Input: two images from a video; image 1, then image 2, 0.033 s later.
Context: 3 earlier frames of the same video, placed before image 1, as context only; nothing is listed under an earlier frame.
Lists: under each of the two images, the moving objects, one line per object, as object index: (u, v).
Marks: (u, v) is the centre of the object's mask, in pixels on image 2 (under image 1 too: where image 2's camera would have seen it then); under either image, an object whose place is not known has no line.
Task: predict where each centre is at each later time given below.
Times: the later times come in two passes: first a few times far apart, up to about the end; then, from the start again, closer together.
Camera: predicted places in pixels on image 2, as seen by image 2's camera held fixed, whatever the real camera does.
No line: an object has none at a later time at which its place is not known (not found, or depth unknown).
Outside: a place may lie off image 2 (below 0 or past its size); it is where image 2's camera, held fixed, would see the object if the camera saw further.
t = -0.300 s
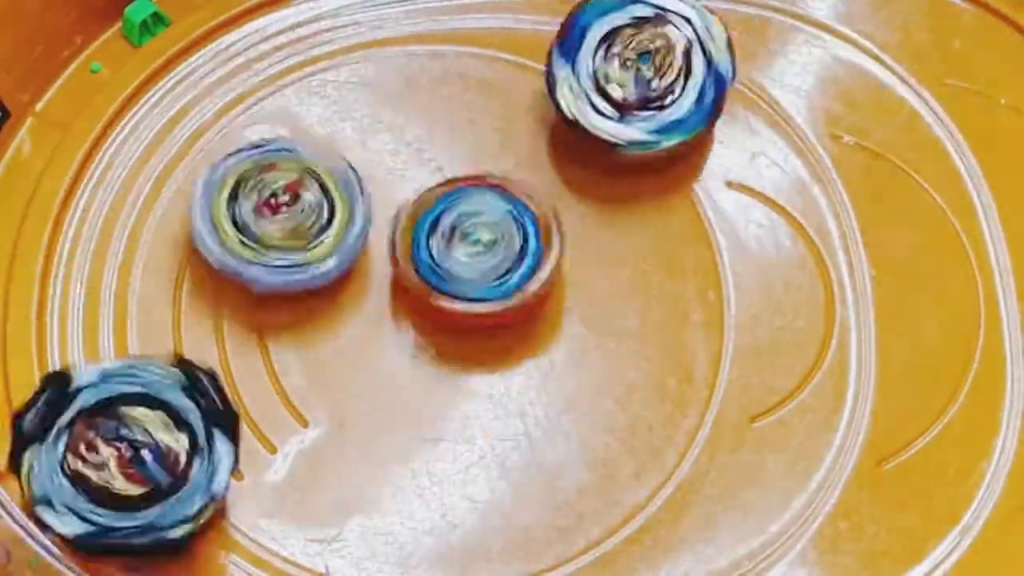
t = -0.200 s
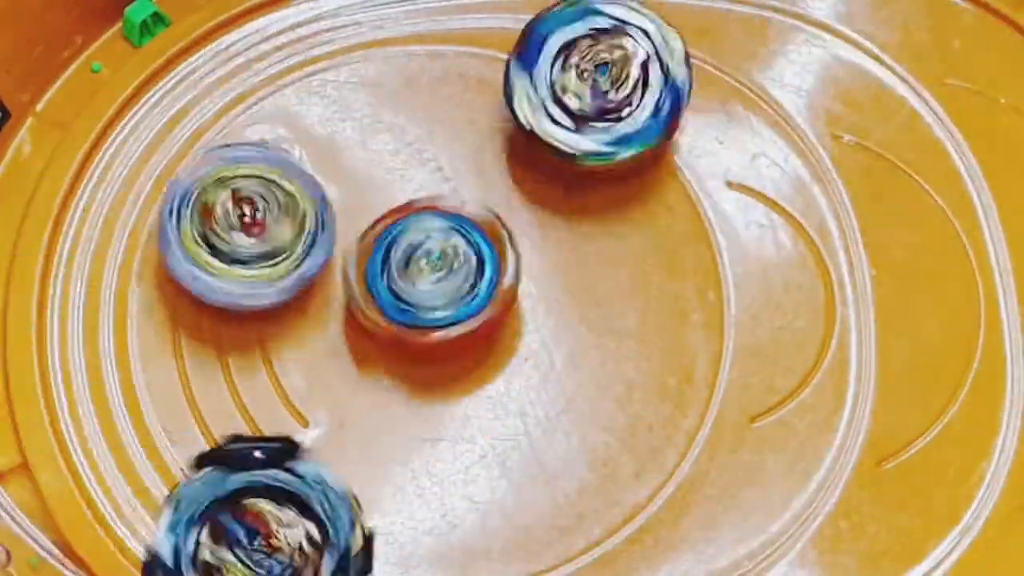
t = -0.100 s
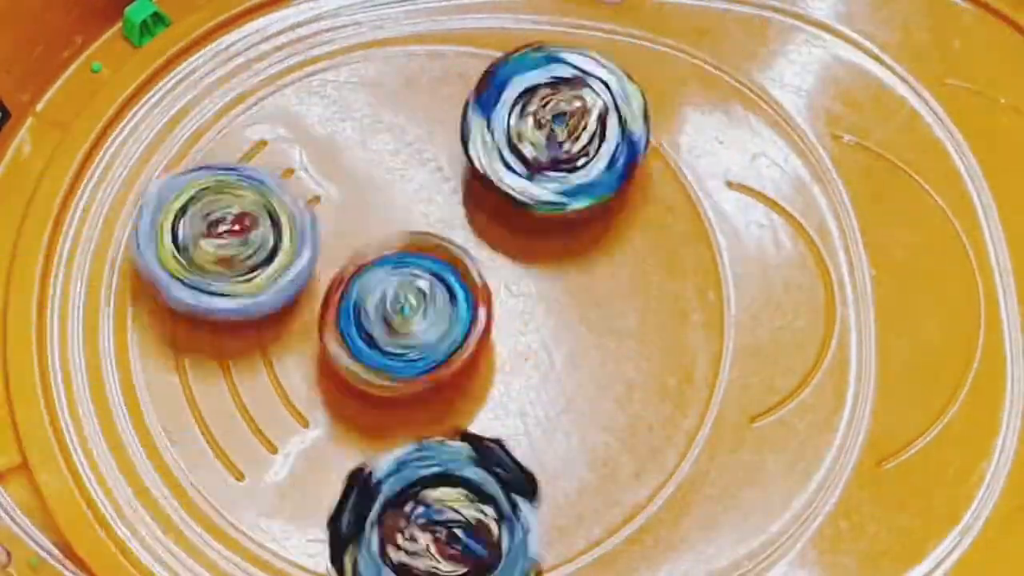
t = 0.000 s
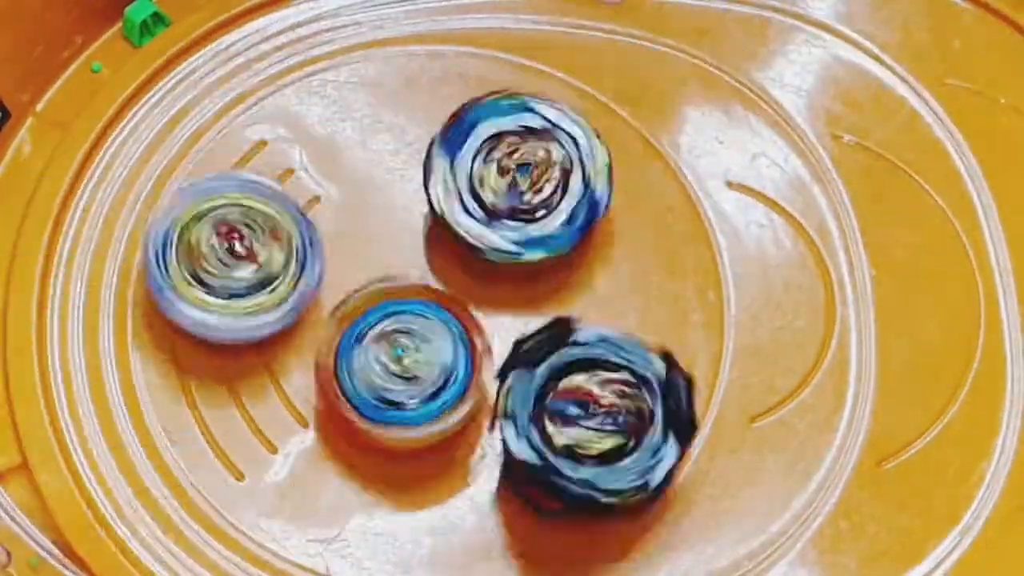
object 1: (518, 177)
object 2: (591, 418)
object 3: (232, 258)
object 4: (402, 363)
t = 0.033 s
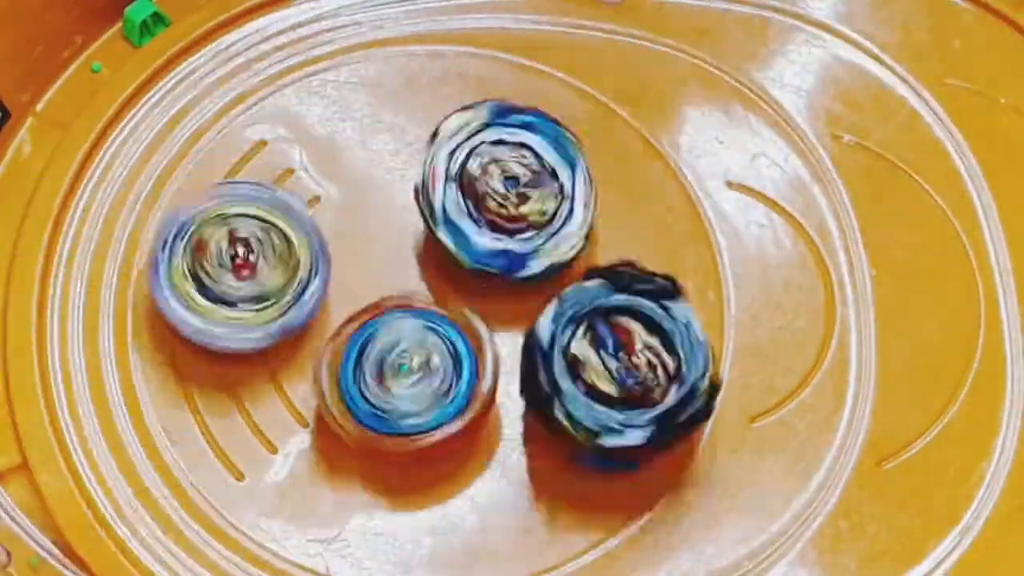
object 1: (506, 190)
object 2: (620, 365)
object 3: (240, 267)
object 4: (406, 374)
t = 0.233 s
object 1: (423, 29)
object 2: (791, 158)
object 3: (89, 424)
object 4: (466, 414)
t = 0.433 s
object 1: (489, 32)
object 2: (725, 28)
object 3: (224, 463)
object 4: (516, 369)
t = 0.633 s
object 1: (380, 118)
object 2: (648, 53)
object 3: (370, 387)
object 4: (513, 256)
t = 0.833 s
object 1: (196, 65)
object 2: (672, 77)
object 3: (405, 307)
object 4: (692, 385)
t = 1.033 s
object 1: (204, 119)
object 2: (687, 115)
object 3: (407, 226)
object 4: (704, 317)
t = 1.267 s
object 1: (187, 165)
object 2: (644, 55)
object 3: (444, 177)
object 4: (585, 391)
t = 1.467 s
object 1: (235, 210)
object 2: (568, 40)
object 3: (421, 190)
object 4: (535, 405)
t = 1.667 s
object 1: (232, 213)
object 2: (564, 39)
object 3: (424, 191)
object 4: (535, 403)
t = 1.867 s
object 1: (229, 214)
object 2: (563, 36)
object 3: (425, 195)
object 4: (533, 405)
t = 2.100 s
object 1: (226, 218)
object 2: (557, 37)
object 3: (429, 196)
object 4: (534, 403)
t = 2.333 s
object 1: (222, 221)
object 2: (557, 36)
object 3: (431, 198)
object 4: (531, 406)
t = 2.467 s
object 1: (222, 223)
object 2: (552, 38)
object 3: (431, 197)
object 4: (530, 404)
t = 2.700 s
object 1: (221, 226)
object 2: (550, 36)
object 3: (435, 198)
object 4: (529, 406)
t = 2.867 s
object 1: (220, 228)
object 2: (545, 32)
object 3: (434, 201)
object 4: (526, 405)
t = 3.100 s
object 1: (219, 231)
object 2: (541, 37)
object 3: (436, 201)
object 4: (529, 404)
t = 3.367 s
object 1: (219, 235)
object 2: (535, 38)
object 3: (438, 203)
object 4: (527, 404)
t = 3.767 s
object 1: (219, 239)
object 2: (525, 35)
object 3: (443, 206)
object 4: (524, 406)
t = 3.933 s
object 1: (219, 242)
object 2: (520, 39)
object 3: (443, 204)
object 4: (525, 404)
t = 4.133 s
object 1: (218, 244)
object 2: (517, 34)
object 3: (444, 204)
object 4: (522, 405)
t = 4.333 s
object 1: (221, 247)
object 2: (508, 37)
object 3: (445, 208)
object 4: (523, 405)
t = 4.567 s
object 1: (220, 248)
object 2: (506, 39)
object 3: (446, 206)
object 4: (520, 406)
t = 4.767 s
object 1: (222, 251)
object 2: (498, 38)
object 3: (449, 208)
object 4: (521, 405)
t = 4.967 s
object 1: (222, 253)
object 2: (497, 35)
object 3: (449, 207)
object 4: (519, 406)
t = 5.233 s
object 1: (226, 256)
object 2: (491, 40)
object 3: (452, 208)
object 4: (519, 406)
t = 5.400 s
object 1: (226, 257)
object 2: (487, 40)
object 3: (451, 205)
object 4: (517, 407)
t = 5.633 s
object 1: (229, 260)
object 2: (487, 41)
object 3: (454, 205)
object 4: (518, 407)
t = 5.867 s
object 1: (230, 263)
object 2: (480, 43)
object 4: (516, 408)
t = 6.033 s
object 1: (233, 266)
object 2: (479, 42)
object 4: (515, 408)
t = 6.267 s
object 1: (235, 266)
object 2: (473, 45)
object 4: (515, 410)
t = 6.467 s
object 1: (238, 269)
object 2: (472, 45)
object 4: (513, 408)
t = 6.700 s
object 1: (239, 270)
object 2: (466, 46)
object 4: (512, 411)
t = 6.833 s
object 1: (242, 272)
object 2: (464, 47)
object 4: (511, 409)
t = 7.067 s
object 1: (245, 273)
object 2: (461, 49)
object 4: (510, 411)
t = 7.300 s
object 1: (248, 275)
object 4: (511, 411)
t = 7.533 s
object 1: (250, 280)
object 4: (510, 413)
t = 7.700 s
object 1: (255, 284)
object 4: (509, 412)
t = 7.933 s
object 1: (308, 372)
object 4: (537, 486)
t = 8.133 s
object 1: (355, 511)
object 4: (593, 459)
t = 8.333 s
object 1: (401, 489)
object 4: (559, 381)
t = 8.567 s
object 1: (419, 449)
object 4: (537, 305)
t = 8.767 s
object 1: (476, 468)
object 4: (525, 295)
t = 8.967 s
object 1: (501, 467)
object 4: (489, 293)
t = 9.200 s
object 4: (758, 303)
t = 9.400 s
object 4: (926, 322)
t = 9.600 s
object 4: (899, 324)
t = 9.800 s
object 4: (833, 306)
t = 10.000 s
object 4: (770, 329)
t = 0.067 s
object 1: (491, 201)
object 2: (636, 310)
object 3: (252, 279)
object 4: (411, 383)
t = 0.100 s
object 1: (430, 177)
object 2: (688, 281)
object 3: (264, 289)
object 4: (416, 390)
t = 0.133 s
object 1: (400, 134)
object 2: (731, 255)
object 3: (231, 310)
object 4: (432, 400)
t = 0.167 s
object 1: (408, 74)
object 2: (758, 221)
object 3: (167, 352)
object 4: (444, 407)
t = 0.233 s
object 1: (423, 29)
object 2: (791, 158)
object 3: (89, 424)
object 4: (466, 414)
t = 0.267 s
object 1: (440, 21)
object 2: (799, 120)
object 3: (101, 441)
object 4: (479, 414)
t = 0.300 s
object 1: (445, 19)
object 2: (802, 85)
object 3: (122, 462)
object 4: (490, 408)
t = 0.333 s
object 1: (460, 18)
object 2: (786, 62)
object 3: (146, 464)
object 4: (499, 402)
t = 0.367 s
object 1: (474, 24)
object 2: (776, 46)
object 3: (169, 468)
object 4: (506, 393)
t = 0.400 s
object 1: (477, 26)
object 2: (755, 37)
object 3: (193, 466)
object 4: (512, 382)
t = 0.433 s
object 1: (489, 32)
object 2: (725, 28)
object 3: (224, 463)
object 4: (516, 369)
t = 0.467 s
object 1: (488, 38)
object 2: (695, 21)
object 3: (257, 456)
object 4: (515, 354)
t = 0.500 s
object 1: (490, 41)
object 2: (657, 24)
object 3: (293, 441)
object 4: (513, 339)
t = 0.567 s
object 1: (424, 68)
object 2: (653, 39)
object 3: (353, 406)
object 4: (504, 303)
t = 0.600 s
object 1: (398, 91)
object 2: (653, 45)
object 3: (362, 395)
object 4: (511, 279)
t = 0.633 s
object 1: (380, 118)
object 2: (648, 53)
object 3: (370, 387)
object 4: (513, 256)
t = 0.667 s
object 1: (349, 122)
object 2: (641, 58)
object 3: (376, 376)
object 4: (525, 257)
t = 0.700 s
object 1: (288, 85)
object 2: (642, 63)
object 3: (385, 364)
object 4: (573, 298)
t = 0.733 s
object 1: (240, 68)
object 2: (649, 66)
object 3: (390, 351)
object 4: (615, 334)
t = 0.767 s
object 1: (202, 58)
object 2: (660, 67)
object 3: (395, 337)
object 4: (650, 360)
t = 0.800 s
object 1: (197, 59)
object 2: (667, 70)
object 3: (402, 322)
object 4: (673, 374)
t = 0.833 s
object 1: (196, 65)
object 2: (672, 77)
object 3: (405, 307)
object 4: (692, 385)
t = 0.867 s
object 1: (203, 79)
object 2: (675, 79)
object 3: (407, 292)
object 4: (700, 383)
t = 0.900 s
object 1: (203, 84)
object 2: (678, 82)
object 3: (411, 278)
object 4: (706, 376)
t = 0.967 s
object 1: (211, 102)
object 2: (683, 96)
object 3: (408, 250)
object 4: (710, 350)
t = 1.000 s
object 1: (208, 111)
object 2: (685, 104)
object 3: (410, 238)
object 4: (708, 331)
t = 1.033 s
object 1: (204, 119)
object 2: (687, 115)
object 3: (407, 226)
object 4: (704, 317)
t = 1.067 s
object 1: (199, 125)
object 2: (687, 125)
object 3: (403, 216)
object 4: (699, 301)
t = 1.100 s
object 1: (195, 132)
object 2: (687, 98)
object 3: (402, 206)
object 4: (683, 330)
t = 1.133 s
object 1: (196, 139)
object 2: (685, 82)
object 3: (398, 197)
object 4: (664, 353)
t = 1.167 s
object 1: (203, 146)
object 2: (680, 72)
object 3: (393, 188)
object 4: (642, 371)
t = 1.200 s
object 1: (199, 153)
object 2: (672, 65)
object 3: (404, 181)
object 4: (621, 381)
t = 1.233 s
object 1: (188, 158)
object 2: (660, 60)
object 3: (426, 179)
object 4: (602, 388)
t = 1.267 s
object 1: (187, 165)
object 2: (644, 55)
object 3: (444, 177)
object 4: (585, 391)
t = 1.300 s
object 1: (192, 173)
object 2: (622, 51)
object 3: (455, 172)
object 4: (572, 395)
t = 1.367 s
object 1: (210, 186)
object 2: (581, 49)
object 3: (465, 165)
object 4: (551, 400)
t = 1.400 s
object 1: (220, 194)
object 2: (570, 46)
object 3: (455, 170)
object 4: (542, 401)
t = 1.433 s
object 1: (234, 205)
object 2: (568, 41)
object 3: (427, 185)
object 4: (537, 402)
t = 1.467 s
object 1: (235, 210)
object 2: (568, 40)
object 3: (421, 190)
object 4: (535, 405)
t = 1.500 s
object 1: (234, 211)
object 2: (567, 40)
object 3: (423, 190)
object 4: (535, 403)
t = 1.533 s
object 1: (234, 211)
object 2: (567, 38)
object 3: (423, 191)
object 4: (534, 403)
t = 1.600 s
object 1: (233, 212)
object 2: (566, 39)
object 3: (424, 191)
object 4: (534, 403)
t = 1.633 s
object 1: (233, 213)
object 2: (565, 40)
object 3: (424, 192)
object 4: (534, 403)
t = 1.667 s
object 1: (232, 213)
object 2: (564, 39)
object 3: (424, 191)
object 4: (535, 403)
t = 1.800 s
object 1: (231, 214)
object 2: (562, 38)
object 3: (427, 194)
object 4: (535, 403)
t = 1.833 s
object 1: (230, 214)
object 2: (564, 35)
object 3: (427, 194)
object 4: (535, 403)
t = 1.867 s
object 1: (229, 214)
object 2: (563, 36)
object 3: (425, 195)
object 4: (533, 405)
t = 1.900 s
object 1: (229, 214)
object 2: (563, 36)
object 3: (426, 194)
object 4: (534, 405)
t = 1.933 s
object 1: (228, 216)
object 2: (562, 38)
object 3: (426, 195)
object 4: (533, 404)
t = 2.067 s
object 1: (226, 217)
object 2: (558, 36)
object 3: (428, 195)
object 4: (532, 403)
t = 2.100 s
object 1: (226, 218)
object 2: (557, 37)
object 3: (429, 196)
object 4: (534, 403)
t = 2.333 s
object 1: (222, 221)
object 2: (557, 36)
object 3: (431, 198)
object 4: (531, 406)
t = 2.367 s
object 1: (222, 222)
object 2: (555, 36)
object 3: (430, 198)
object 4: (531, 404)
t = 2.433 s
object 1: (222, 223)
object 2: (554, 37)
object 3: (431, 197)
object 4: (529, 404)
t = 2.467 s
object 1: (222, 223)
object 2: (552, 38)
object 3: (431, 197)
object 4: (530, 404)
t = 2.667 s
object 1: (222, 226)
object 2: (550, 33)
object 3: (434, 198)
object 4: (531, 404)
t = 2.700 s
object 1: (221, 226)
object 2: (550, 36)
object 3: (435, 198)
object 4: (529, 406)
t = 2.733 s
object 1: (220, 226)
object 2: (550, 36)
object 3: (436, 199)
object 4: (530, 405)
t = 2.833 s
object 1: (220, 227)
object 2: (545, 33)
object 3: (434, 202)
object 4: (528, 404)
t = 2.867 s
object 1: (220, 228)
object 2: (545, 32)
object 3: (434, 201)
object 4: (526, 405)
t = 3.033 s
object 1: (219, 231)
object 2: (544, 34)
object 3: (437, 201)
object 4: (529, 403)
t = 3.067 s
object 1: (219, 231)
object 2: (544, 36)
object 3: (437, 201)
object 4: (529, 404)
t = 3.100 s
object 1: (219, 231)
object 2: (541, 37)
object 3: (436, 201)
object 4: (529, 404)
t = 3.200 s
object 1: (218, 234)
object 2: (537, 37)
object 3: (438, 201)
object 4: (528, 406)
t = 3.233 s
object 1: (217, 234)
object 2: (536, 36)
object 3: (440, 201)
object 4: (527, 405)
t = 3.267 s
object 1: (218, 234)
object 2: (536, 37)
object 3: (440, 203)
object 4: (527, 404)
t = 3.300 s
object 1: (218, 234)
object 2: (535, 37)
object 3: (440, 203)
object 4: (526, 404)
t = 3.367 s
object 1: (219, 235)
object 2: (535, 38)
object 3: (438, 203)
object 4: (527, 404)
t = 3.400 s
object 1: (220, 235)
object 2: (533, 37)
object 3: (439, 204)
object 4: (526, 405)
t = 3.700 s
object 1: (218, 238)
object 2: (527, 38)
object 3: (443, 203)
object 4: (524, 405)
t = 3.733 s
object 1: (218, 239)
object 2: (526, 35)
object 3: (443, 205)
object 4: (524, 405)
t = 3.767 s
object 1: (219, 239)
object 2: (525, 35)
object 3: (443, 206)
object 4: (524, 406)
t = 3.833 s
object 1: (218, 241)
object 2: (525, 36)
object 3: (441, 206)
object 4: (524, 406)
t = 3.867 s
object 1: (218, 241)
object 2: (523, 36)
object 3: (442, 205)
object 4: (524, 404)
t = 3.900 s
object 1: (219, 242)
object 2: (522, 37)
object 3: (442, 205)
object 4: (525, 404)
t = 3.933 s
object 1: (219, 242)
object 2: (520, 39)
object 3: (443, 204)
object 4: (525, 404)
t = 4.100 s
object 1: (218, 244)
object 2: (519, 35)
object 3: (443, 205)
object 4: (522, 405)
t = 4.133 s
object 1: (218, 244)
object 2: (517, 34)
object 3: (444, 204)
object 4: (522, 405)
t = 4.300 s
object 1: (220, 246)
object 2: (509, 38)
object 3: (445, 207)
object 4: (523, 406)
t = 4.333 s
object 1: (221, 247)
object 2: (508, 37)
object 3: (445, 208)
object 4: (523, 405)
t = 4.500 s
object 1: (220, 249)
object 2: (507, 37)
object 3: (447, 206)
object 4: (521, 407)
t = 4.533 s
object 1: (220, 248)
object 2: (506, 38)
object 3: (447, 206)
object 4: (520, 406)
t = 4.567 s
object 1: (220, 248)
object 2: (506, 39)
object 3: (446, 206)
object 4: (520, 406)
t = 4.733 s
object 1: (222, 250)
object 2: (500, 40)
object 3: (449, 207)
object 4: (520, 405)
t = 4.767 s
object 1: (222, 251)
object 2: (498, 38)
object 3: (449, 208)
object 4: (521, 405)
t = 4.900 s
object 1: (221, 253)
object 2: (498, 35)
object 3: (449, 206)
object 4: (518, 407)
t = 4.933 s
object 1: (221, 253)
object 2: (498, 34)
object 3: (449, 206)
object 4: (520, 408)
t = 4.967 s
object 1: (222, 253)
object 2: (497, 35)
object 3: (449, 207)
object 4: (519, 406)
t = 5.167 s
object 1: (225, 255)
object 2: (491, 38)
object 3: (452, 206)
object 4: (519, 406)
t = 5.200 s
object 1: (225, 256)
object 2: (493, 34)
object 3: (452, 207)
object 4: (519, 406)
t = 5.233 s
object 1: (226, 256)
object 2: (491, 40)
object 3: (452, 208)
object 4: (519, 406)
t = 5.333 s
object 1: (226, 256)
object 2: (491, 40)
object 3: (450, 206)
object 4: (517, 409)
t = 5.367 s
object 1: (226, 257)
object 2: (489, 40)
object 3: (451, 206)
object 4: (517, 408)
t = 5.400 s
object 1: (226, 257)
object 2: (487, 40)
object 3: (451, 205)
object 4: (517, 407)
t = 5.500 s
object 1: (227, 258)
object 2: (485, 40)
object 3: (452, 207)
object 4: (516, 407)
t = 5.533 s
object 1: (228, 258)
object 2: (485, 41)
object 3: (452, 206)
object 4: (515, 409)
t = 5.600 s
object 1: (228, 259)
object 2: (485, 40)
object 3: (453, 205)
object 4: (517, 408)
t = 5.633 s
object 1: (229, 260)
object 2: (487, 41)
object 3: (454, 205)
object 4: (518, 407)
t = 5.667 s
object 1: (229, 260)
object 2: (485, 41)
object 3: (455, 206)
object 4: (518, 407)
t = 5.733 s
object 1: (229, 261)
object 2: (484, 40)
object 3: (454, 207)
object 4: (515, 410)
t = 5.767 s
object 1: (229, 262)
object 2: (483, 41)
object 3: (454, 207)
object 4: (515, 409)
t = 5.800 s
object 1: (228, 262)
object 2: (482, 41)
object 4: (516, 409)
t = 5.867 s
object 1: (230, 263)
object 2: (480, 43)
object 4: (516, 408)
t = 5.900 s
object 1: (231, 262)
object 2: (480, 43)
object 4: (515, 408)
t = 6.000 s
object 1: (234, 265)
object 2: (480, 42)
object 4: (515, 408)
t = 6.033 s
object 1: (233, 266)
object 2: (479, 42)
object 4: (515, 408)
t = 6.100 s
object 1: (235, 264)
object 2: (479, 42)
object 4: (515, 408)
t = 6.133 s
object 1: (235, 264)
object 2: (478, 43)
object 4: (515, 408)
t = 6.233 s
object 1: (234, 267)
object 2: (475, 45)
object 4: (515, 410)
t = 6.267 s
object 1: (235, 266)
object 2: (473, 45)
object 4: (515, 410)
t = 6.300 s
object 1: (235, 266)
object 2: (473, 43)
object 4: (514, 409)
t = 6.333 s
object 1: (236, 266)
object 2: (475, 37)
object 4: (513, 409)
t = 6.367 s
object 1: (236, 266)
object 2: (474, 42)
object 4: (514, 407)
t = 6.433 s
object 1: (238, 268)
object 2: (474, 45)
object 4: (514, 409)
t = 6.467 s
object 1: (238, 269)
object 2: (472, 45)
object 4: (513, 408)
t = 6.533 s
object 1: (238, 269)
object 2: (469, 46)
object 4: (513, 408)
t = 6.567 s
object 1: (238, 271)
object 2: (467, 46)
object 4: (513, 409)
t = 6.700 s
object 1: (239, 270)
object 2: (466, 46)
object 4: (512, 411)
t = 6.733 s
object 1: (240, 272)
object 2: (466, 46)
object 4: (512, 409)
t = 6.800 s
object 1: (242, 273)
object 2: (465, 46)
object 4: (511, 409)
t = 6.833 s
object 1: (242, 272)
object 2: (464, 47)
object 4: (511, 409)
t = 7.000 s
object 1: (246, 273)
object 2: (460, 49)
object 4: (513, 409)
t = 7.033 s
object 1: (245, 273)
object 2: (458, 41)
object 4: (512, 410)
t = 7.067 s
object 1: (245, 273)
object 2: (461, 49)
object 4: (510, 411)
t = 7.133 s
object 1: (246, 274)
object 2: (459, 49)
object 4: (511, 411)
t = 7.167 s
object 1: (247, 275)
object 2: (458, 50)
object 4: (510, 410)
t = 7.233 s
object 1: (248, 278)
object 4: (509, 411)
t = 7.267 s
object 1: (249, 278)
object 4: (510, 411)
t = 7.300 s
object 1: (248, 275)
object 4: (511, 411)
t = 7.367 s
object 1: (249, 277)
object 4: (511, 410)
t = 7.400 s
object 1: (250, 277)
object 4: (511, 410)
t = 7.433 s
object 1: (250, 278)
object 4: (511, 411)
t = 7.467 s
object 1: (250, 277)
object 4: (511, 411)
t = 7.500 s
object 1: (250, 278)
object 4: (509, 413)
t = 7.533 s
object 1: (250, 280)
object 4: (510, 413)
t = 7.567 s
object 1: (252, 281)
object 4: (510, 412)
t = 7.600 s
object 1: (252, 280)
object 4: (509, 411)
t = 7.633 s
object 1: (252, 280)
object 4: (509, 410)
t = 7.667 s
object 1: (255, 282)
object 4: (509, 411)
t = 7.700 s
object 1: (255, 284)
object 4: (509, 412)
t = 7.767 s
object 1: (280, 301)
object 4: (504, 415)
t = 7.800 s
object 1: (297, 314)
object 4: (498, 422)
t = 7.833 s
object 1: (307, 335)
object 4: (494, 438)
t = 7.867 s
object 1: (316, 359)
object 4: (495, 453)
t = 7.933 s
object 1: (308, 372)
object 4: (537, 486)
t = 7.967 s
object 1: (312, 386)
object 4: (549, 490)
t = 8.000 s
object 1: (330, 435)
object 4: (556, 490)
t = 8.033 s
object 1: (348, 478)
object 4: (561, 487)
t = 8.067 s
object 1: (358, 497)
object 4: (569, 481)
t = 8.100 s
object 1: (355, 510)
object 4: (587, 470)
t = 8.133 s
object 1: (355, 511)
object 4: (593, 459)
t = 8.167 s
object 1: (359, 514)
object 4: (598, 446)
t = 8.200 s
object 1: (363, 512)
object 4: (597, 432)
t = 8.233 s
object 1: (367, 506)
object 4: (590, 419)
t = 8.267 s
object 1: (379, 504)
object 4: (583, 405)
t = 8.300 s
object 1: (390, 498)
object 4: (571, 392)
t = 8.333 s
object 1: (401, 489)
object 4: (559, 381)
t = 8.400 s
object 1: (395, 482)
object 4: (550, 341)
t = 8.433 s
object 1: (401, 474)
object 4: (539, 326)
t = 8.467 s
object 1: (410, 461)
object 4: (537, 323)
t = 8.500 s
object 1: (413, 449)
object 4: (540, 321)
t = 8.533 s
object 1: (414, 444)
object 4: (540, 310)
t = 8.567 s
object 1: (419, 449)
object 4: (537, 305)
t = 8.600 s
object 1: (431, 457)
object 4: (528, 306)
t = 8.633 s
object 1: (436, 465)
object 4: (524, 301)
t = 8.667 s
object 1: (434, 469)
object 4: (516, 302)
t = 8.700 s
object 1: (437, 467)
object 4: (512, 304)
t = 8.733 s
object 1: (455, 469)
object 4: (523, 300)
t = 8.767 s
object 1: (476, 468)
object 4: (525, 295)
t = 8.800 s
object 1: (490, 463)
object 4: (519, 295)
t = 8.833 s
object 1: (496, 475)
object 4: (517, 290)
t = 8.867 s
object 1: (499, 485)
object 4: (510, 292)
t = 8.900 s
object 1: (499, 483)
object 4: (503, 293)
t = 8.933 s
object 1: (501, 478)
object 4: (496, 292)
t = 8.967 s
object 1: (501, 467)
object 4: (489, 293)
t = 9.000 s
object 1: (501, 459)
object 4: (483, 286)
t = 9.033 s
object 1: (499, 451)
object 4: (474, 282)
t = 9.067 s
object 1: (495, 483)
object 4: (467, 270)
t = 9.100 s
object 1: (486, 515)
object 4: (505, 278)
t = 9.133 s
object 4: (601, 288)
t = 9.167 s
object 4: (687, 298)
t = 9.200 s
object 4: (758, 303)
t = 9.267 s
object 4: (866, 328)
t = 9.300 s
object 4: (901, 324)
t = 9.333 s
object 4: (922, 326)
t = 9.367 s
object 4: (928, 324)
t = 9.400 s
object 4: (926, 322)
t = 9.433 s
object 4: (926, 323)
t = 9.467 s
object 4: (921, 322)
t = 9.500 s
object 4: (918, 324)
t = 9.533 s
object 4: (910, 322)
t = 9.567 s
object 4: (905, 325)
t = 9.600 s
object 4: (899, 324)
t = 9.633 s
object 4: (891, 327)
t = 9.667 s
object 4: (882, 332)
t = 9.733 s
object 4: (859, 311)
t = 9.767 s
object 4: (845, 304)
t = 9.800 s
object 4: (833, 306)
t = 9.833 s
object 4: (822, 306)
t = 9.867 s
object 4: (809, 311)
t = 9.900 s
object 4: (798, 317)
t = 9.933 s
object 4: (788, 323)
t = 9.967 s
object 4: (781, 327)
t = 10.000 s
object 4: (770, 329)
